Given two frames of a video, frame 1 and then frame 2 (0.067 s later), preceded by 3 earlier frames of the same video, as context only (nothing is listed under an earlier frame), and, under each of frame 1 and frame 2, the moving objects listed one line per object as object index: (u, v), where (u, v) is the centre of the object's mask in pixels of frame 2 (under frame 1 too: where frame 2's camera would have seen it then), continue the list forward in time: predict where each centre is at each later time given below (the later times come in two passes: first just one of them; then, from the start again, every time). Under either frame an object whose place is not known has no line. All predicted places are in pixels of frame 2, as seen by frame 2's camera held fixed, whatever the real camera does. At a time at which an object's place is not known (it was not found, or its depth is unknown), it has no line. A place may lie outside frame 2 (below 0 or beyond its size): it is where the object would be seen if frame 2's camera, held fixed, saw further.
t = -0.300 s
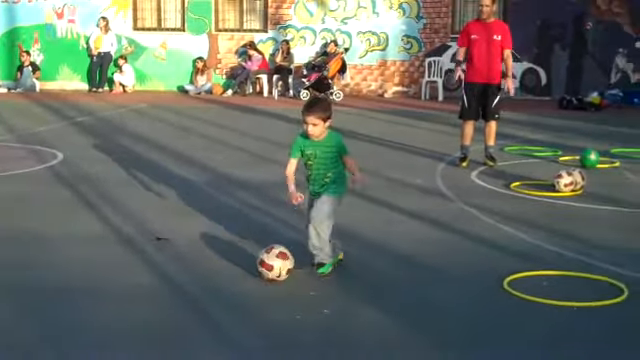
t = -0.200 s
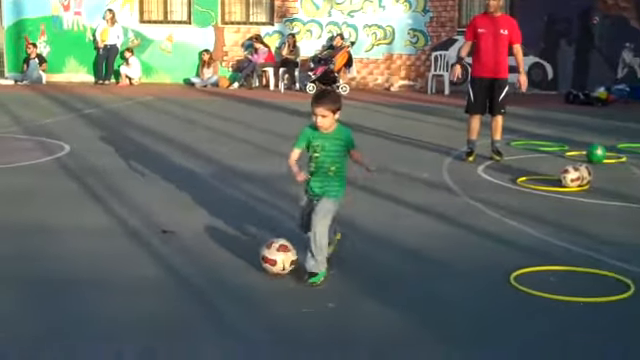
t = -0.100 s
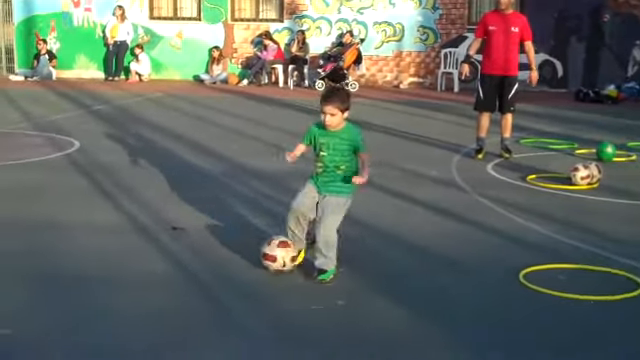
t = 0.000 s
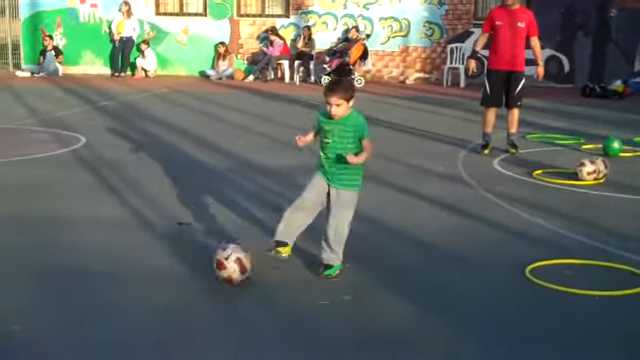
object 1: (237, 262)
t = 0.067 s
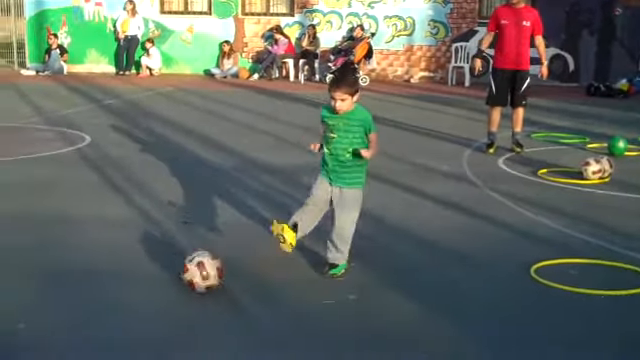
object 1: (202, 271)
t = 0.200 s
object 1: (136, 289)
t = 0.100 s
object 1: (184, 277)
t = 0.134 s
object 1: (168, 281)
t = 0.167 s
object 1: (150, 286)
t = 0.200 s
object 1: (136, 289)
